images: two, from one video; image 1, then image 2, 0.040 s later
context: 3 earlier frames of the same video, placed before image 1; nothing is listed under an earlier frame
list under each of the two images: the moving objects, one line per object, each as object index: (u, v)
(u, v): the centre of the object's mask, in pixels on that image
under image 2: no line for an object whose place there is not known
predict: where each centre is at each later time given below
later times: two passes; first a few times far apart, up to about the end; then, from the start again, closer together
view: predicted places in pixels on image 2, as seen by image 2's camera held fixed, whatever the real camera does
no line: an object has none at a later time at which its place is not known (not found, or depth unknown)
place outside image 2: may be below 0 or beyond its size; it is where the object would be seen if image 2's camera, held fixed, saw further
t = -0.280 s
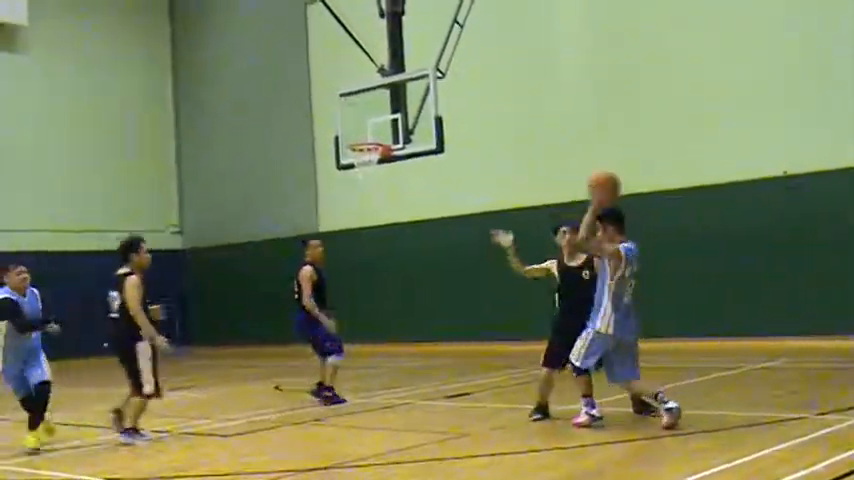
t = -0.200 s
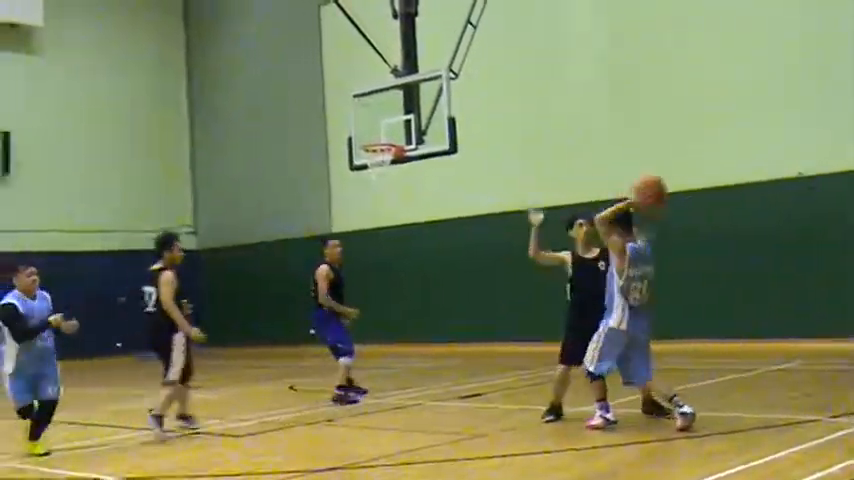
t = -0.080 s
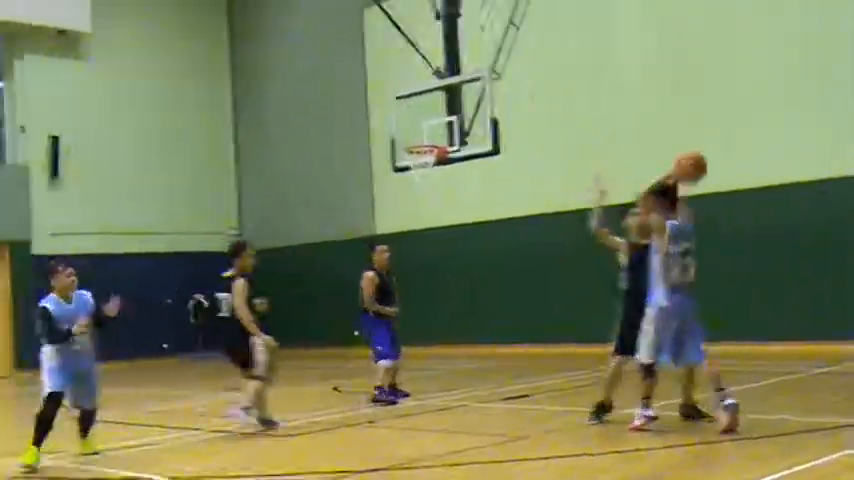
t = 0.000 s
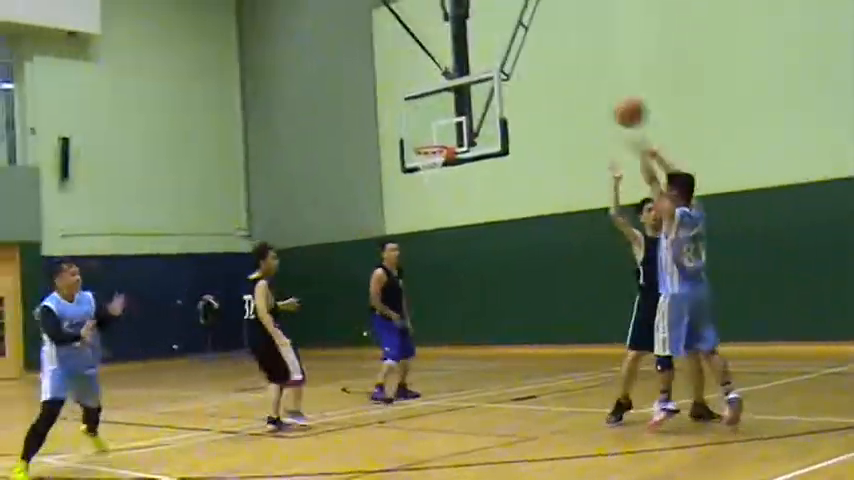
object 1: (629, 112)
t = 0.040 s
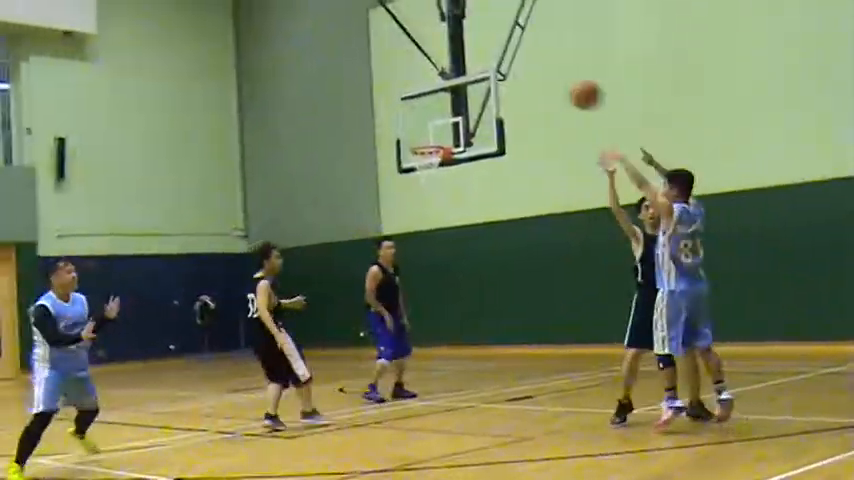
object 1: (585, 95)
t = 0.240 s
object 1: (412, 44)
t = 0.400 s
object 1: (302, 38)
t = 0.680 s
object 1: (154, 86)
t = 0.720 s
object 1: (138, 97)
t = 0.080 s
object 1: (547, 80)
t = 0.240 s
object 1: (412, 44)
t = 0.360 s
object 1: (328, 36)
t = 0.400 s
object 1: (302, 38)
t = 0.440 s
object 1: (278, 41)
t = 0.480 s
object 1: (257, 44)
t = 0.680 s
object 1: (154, 86)
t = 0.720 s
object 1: (138, 97)
